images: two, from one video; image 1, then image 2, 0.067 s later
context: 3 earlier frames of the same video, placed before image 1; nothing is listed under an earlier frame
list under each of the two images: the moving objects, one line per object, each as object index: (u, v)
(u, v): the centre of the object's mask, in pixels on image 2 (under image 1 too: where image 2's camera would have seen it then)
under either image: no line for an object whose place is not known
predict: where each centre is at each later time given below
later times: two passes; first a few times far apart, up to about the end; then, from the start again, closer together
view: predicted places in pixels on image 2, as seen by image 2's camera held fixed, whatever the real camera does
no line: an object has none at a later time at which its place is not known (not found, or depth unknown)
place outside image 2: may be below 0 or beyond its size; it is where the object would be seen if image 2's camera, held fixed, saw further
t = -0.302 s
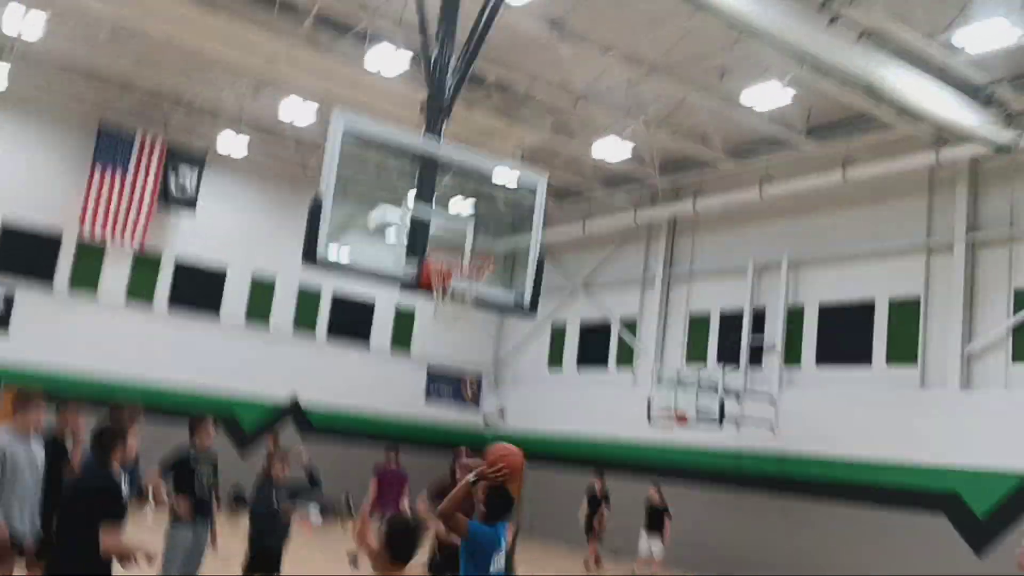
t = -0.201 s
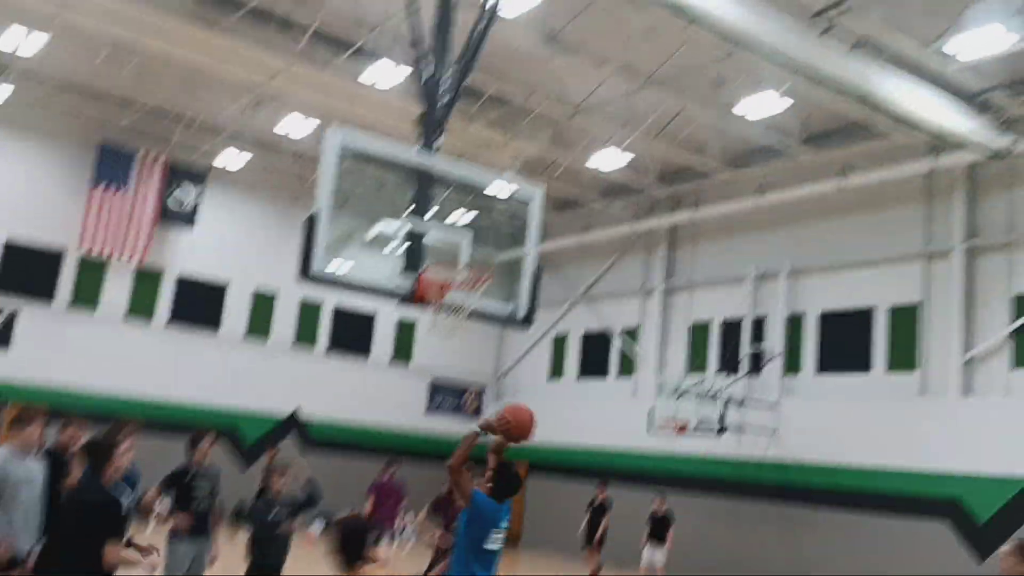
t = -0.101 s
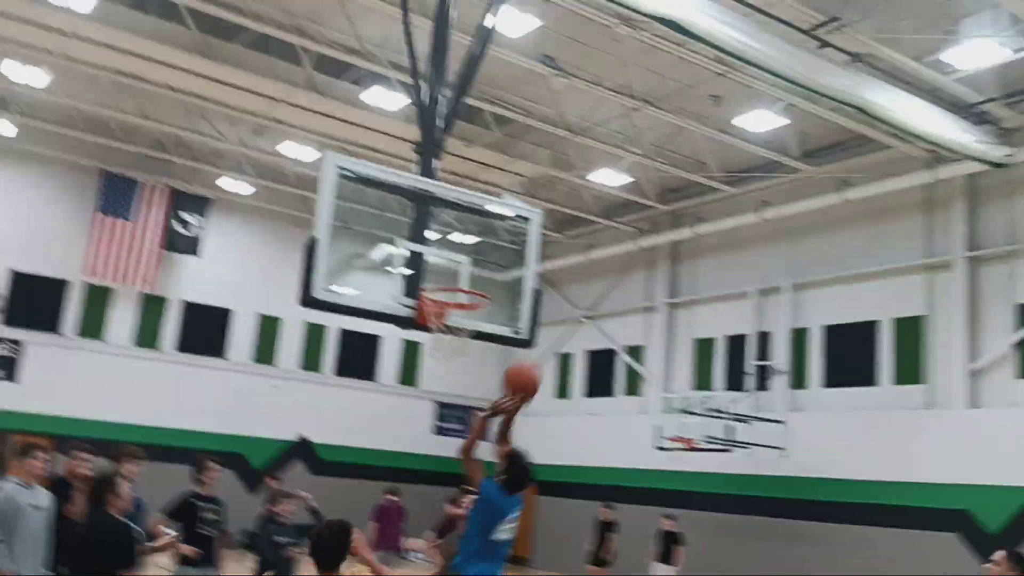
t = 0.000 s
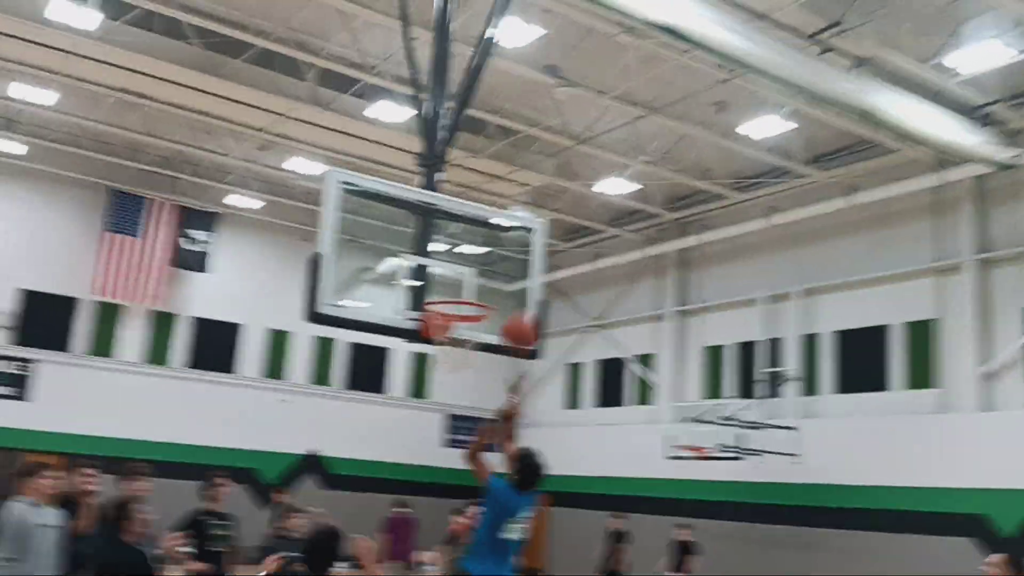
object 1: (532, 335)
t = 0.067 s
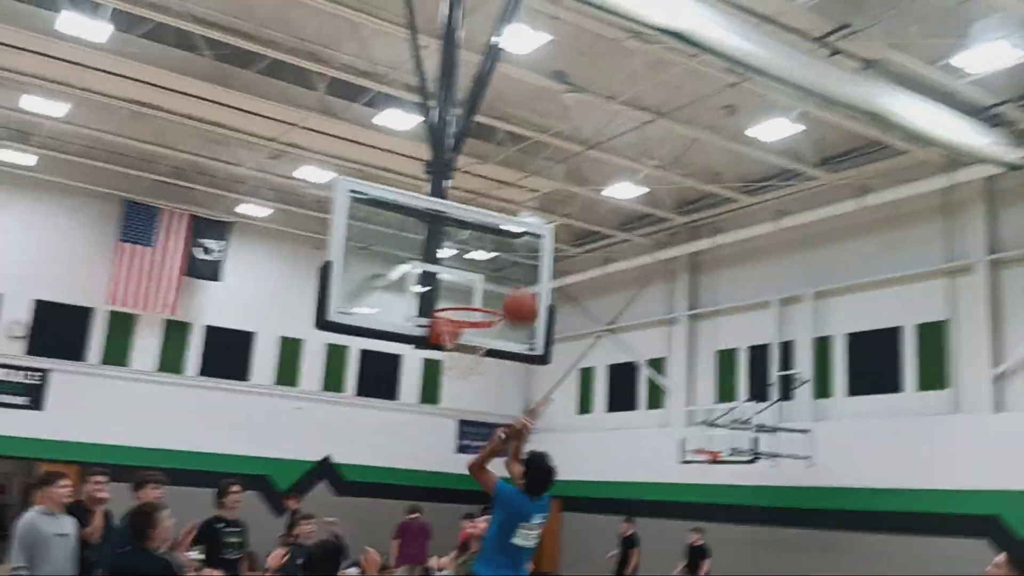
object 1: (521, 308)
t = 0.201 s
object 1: (503, 270)
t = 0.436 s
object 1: (471, 266)
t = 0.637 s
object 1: (453, 313)
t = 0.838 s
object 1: (468, 346)
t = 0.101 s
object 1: (516, 295)
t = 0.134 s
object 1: (511, 285)
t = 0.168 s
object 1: (507, 277)
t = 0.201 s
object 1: (503, 270)
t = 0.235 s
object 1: (498, 265)
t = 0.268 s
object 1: (494, 261)
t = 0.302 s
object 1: (491, 259)
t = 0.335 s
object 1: (486, 258)
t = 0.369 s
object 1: (479, 260)
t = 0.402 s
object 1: (475, 262)
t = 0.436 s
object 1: (471, 266)
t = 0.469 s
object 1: (468, 272)
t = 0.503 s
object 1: (464, 279)
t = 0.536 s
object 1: (456, 287)
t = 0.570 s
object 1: (453, 296)
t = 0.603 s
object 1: (449, 308)
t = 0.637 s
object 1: (453, 313)
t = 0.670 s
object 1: (462, 315)
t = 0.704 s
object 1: (473, 319)
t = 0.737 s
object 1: (479, 325)
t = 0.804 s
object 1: (472, 340)
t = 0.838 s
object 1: (468, 346)
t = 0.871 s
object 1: (464, 353)
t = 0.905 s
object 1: (460, 360)
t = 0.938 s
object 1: (453, 371)
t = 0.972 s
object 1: (448, 380)
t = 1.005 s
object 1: (442, 392)
